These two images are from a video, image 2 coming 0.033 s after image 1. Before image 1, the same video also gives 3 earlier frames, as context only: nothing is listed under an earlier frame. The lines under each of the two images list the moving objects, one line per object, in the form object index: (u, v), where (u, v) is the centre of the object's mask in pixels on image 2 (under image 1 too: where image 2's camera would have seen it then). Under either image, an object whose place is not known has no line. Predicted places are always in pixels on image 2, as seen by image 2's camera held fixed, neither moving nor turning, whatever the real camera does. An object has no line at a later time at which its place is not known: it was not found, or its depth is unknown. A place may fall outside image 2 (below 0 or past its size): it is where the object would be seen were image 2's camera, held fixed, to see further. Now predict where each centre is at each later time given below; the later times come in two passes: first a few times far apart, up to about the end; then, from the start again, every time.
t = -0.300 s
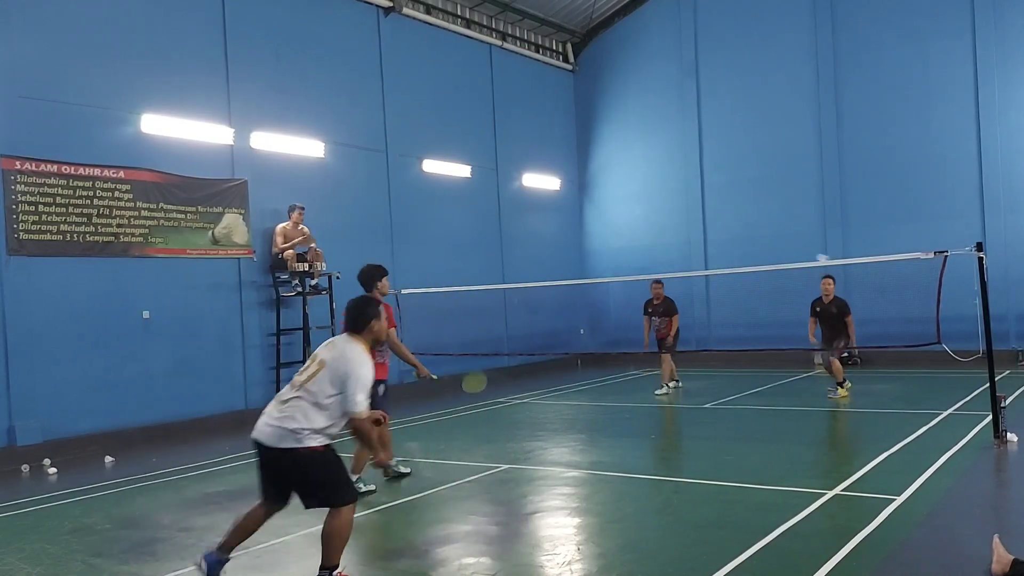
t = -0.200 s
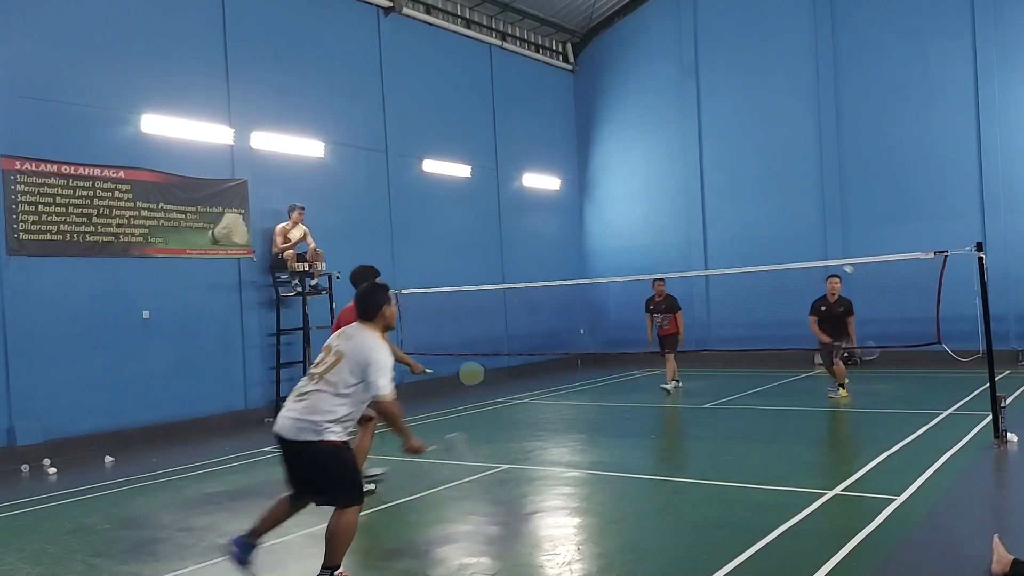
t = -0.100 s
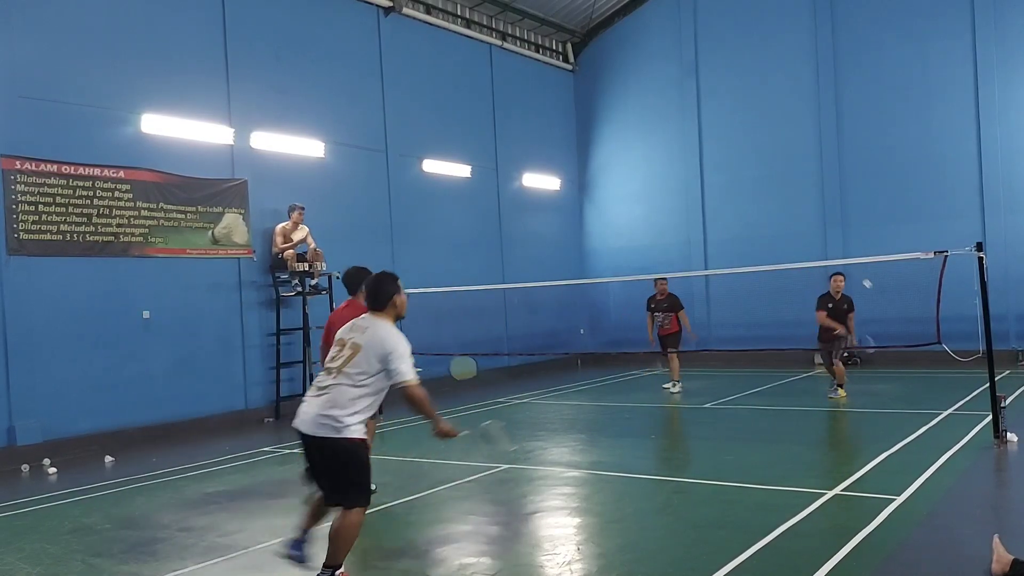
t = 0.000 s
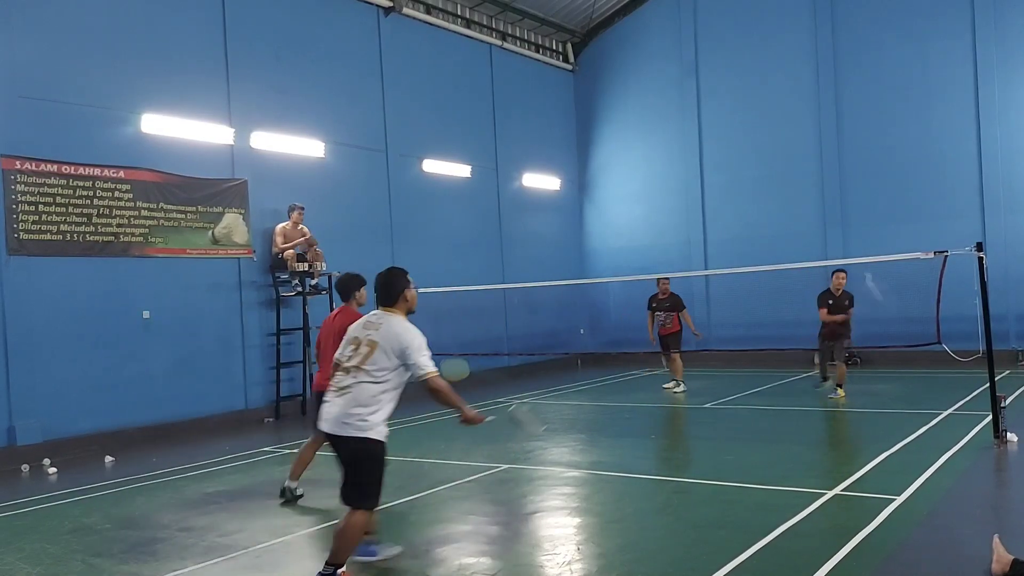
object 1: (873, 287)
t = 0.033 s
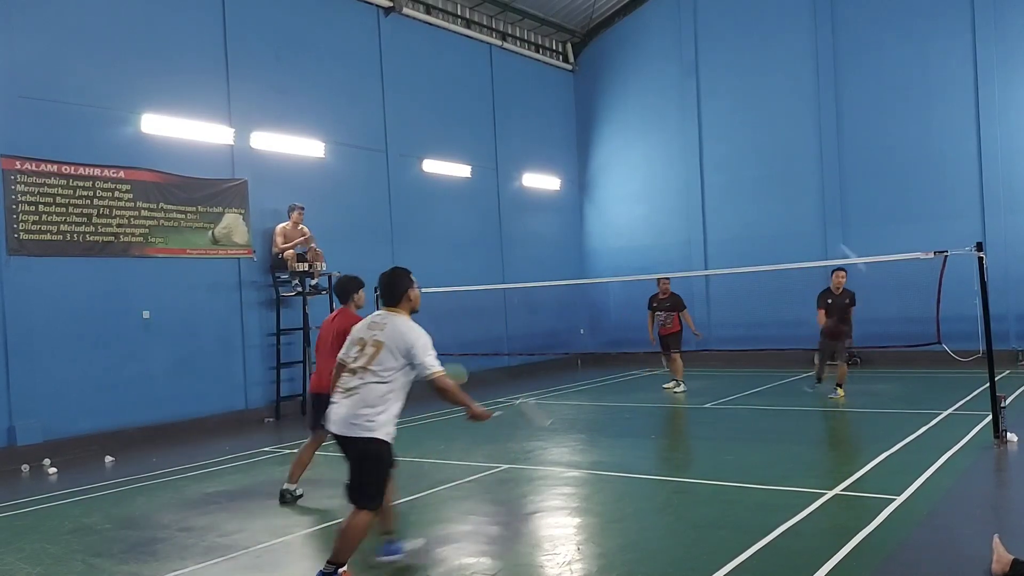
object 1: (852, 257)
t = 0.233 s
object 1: (732, 126)
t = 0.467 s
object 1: (613, 46)
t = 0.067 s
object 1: (828, 232)
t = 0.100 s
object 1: (808, 205)
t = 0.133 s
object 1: (788, 182)
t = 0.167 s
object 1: (769, 163)
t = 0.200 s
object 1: (751, 144)
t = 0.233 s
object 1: (732, 126)
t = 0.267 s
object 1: (714, 110)
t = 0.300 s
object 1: (698, 96)
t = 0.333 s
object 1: (681, 84)
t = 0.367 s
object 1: (663, 72)
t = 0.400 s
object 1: (647, 62)
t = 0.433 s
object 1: (630, 53)
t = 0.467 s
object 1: (613, 46)
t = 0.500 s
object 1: (596, 40)
